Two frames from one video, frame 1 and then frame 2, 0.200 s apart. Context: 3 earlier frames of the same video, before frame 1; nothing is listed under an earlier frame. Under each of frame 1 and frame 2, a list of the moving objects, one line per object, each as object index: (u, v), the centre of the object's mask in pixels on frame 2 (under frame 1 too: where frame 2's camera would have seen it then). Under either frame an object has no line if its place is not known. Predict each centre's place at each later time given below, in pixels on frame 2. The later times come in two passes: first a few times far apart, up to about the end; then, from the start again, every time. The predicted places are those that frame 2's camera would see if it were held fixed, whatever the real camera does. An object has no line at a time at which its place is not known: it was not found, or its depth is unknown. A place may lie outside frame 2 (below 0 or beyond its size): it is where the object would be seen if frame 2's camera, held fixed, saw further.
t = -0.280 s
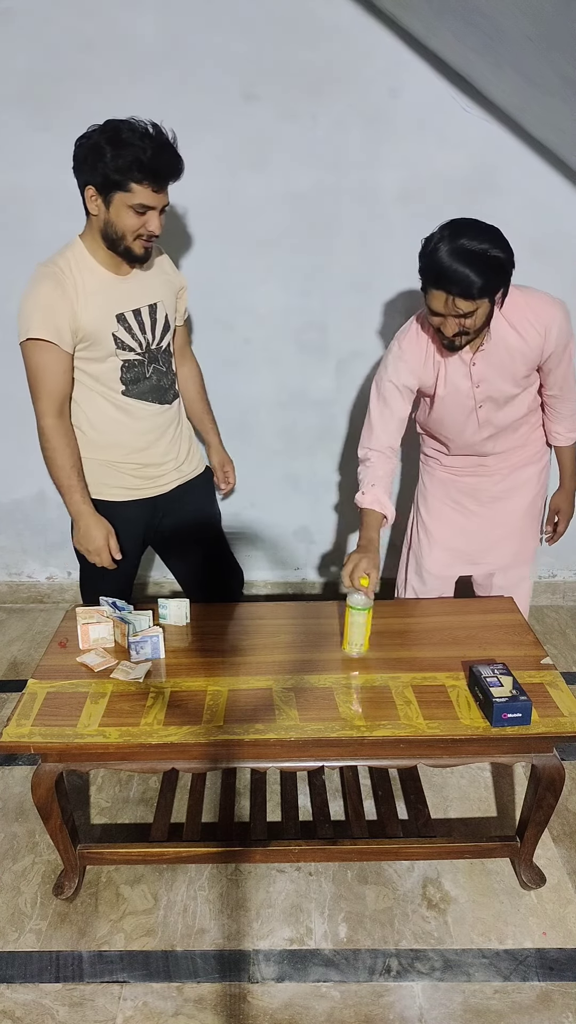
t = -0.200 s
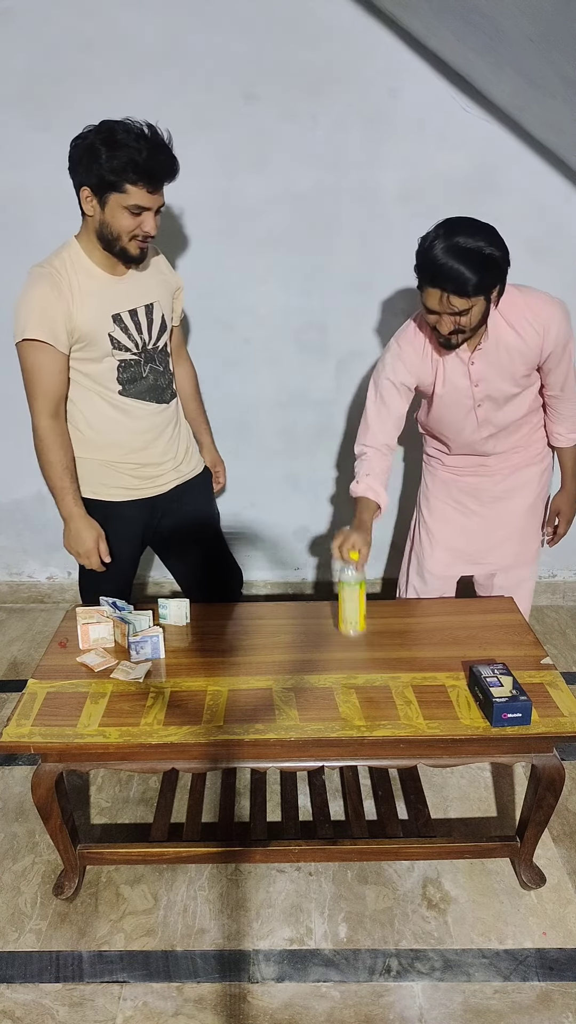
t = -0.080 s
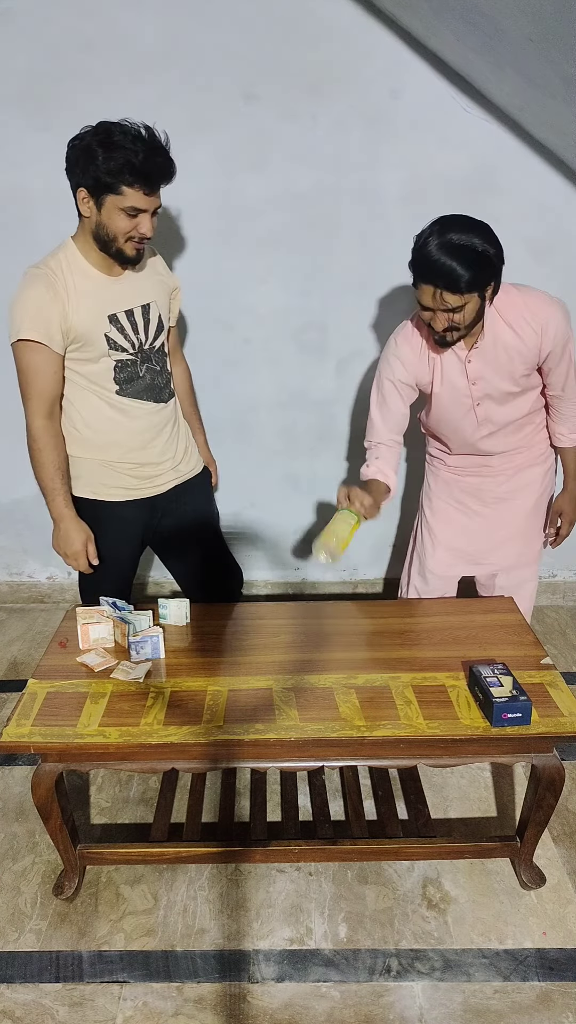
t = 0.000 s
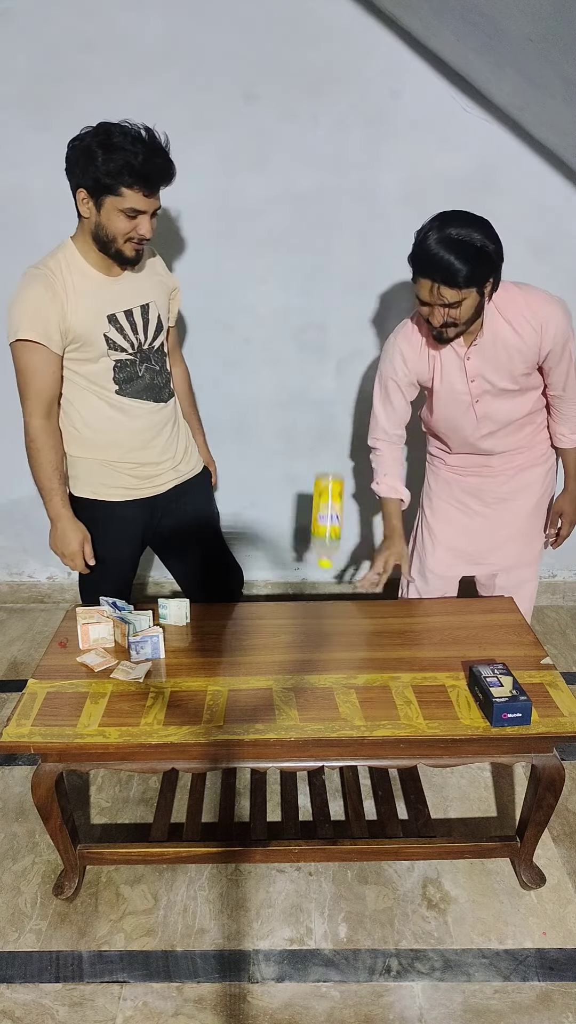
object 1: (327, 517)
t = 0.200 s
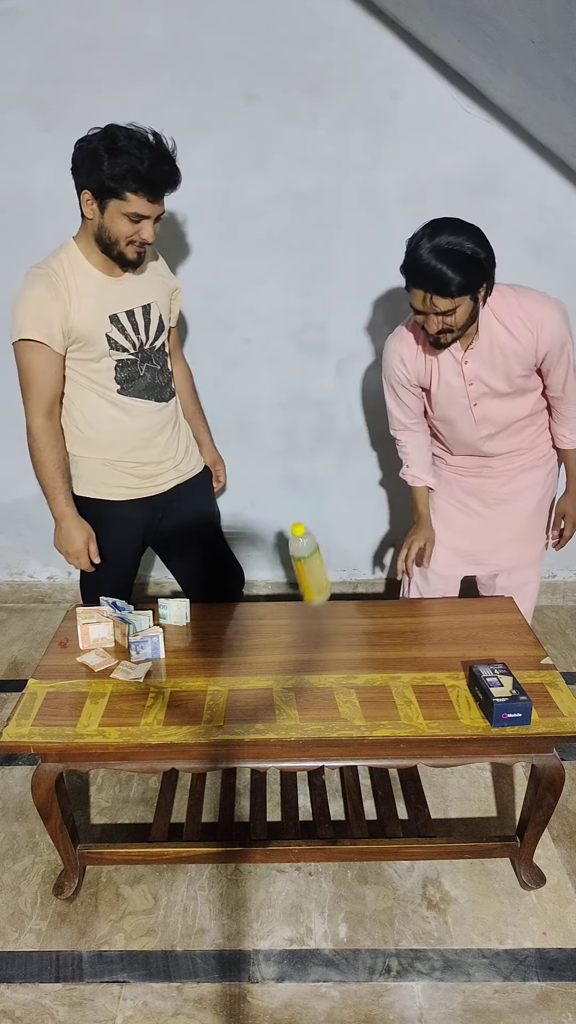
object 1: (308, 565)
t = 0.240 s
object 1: (304, 594)
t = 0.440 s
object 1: (290, 657)
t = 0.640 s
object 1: (275, 653)
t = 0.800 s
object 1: (264, 650)
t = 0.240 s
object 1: (304, 594)
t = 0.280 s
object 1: (300, 629)
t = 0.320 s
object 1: (297, 653)
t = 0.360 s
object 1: (294, 657)
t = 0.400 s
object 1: (294, 657)
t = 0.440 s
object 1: (290, 657)
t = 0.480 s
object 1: (287, 656)
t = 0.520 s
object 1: (284, 655)
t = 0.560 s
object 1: (282, 655)
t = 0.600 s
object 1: (279, 654)
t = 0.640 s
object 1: (275, 653)
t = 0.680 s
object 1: (272, 652)
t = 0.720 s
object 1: (269, 651)
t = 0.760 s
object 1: (267, 650)
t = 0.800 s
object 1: (264, 650)
